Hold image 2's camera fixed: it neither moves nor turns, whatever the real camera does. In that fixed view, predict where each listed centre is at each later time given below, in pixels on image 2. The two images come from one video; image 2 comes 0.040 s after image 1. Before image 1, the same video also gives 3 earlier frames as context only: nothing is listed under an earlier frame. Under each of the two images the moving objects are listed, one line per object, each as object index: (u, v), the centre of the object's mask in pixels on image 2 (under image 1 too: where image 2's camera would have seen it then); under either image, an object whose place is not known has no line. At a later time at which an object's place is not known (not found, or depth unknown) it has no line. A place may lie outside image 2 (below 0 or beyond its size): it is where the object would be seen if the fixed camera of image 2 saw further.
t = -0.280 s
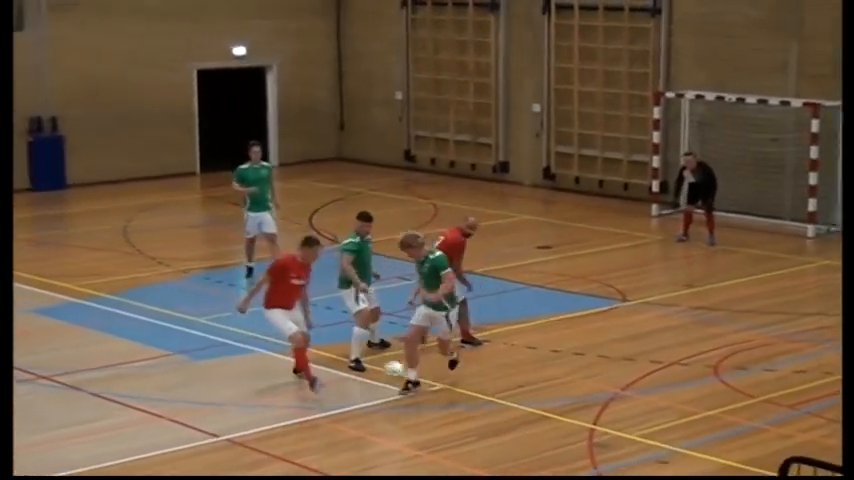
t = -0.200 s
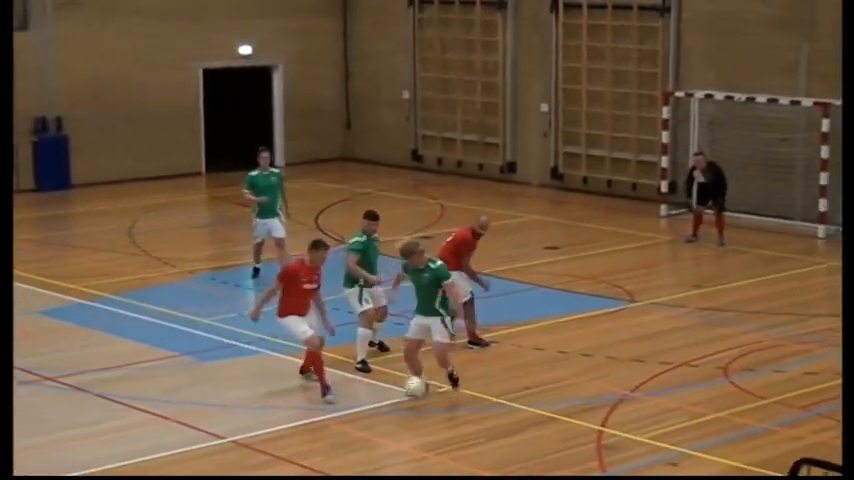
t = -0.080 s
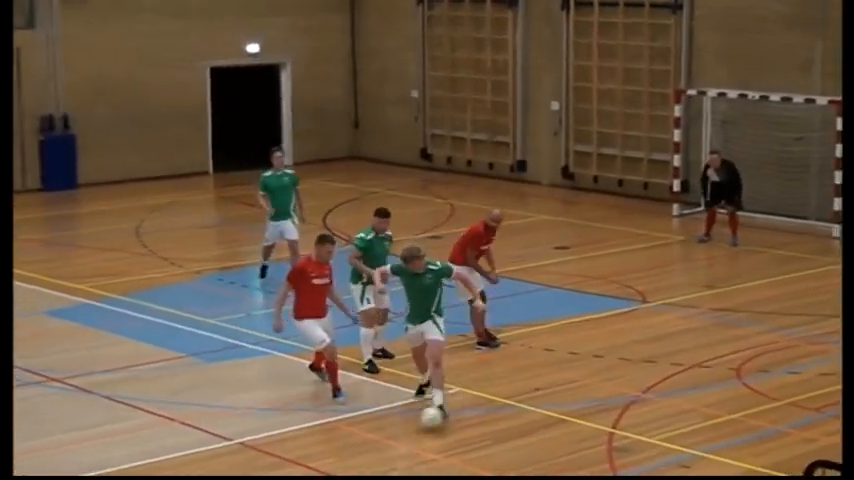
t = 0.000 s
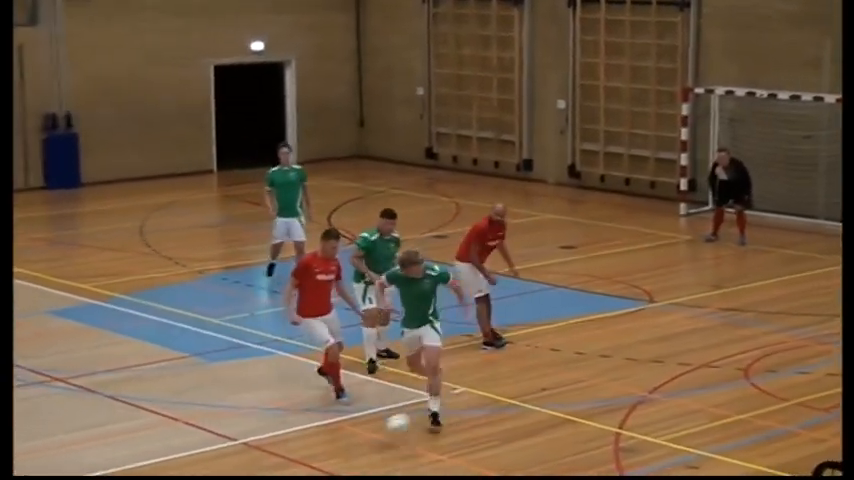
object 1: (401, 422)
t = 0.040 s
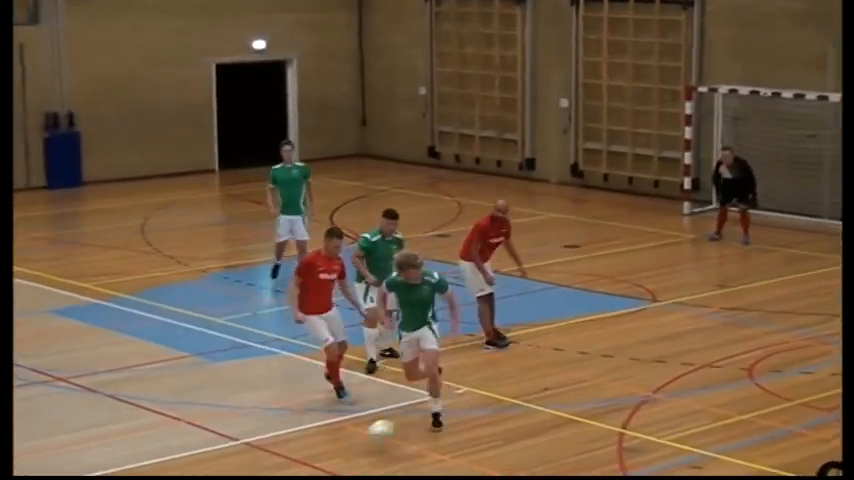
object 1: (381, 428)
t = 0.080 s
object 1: (361, 435)
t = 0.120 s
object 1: (338, 448)
